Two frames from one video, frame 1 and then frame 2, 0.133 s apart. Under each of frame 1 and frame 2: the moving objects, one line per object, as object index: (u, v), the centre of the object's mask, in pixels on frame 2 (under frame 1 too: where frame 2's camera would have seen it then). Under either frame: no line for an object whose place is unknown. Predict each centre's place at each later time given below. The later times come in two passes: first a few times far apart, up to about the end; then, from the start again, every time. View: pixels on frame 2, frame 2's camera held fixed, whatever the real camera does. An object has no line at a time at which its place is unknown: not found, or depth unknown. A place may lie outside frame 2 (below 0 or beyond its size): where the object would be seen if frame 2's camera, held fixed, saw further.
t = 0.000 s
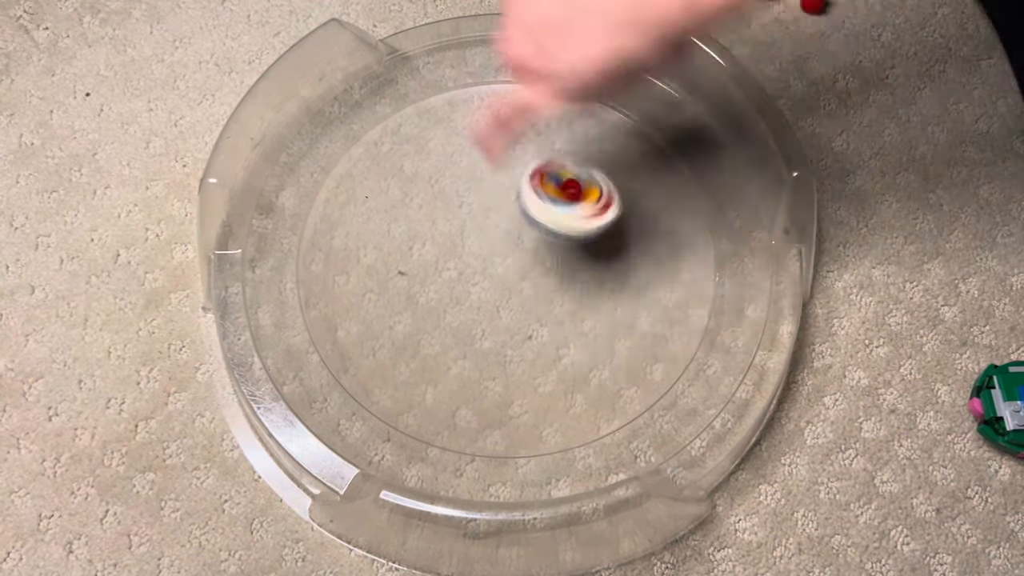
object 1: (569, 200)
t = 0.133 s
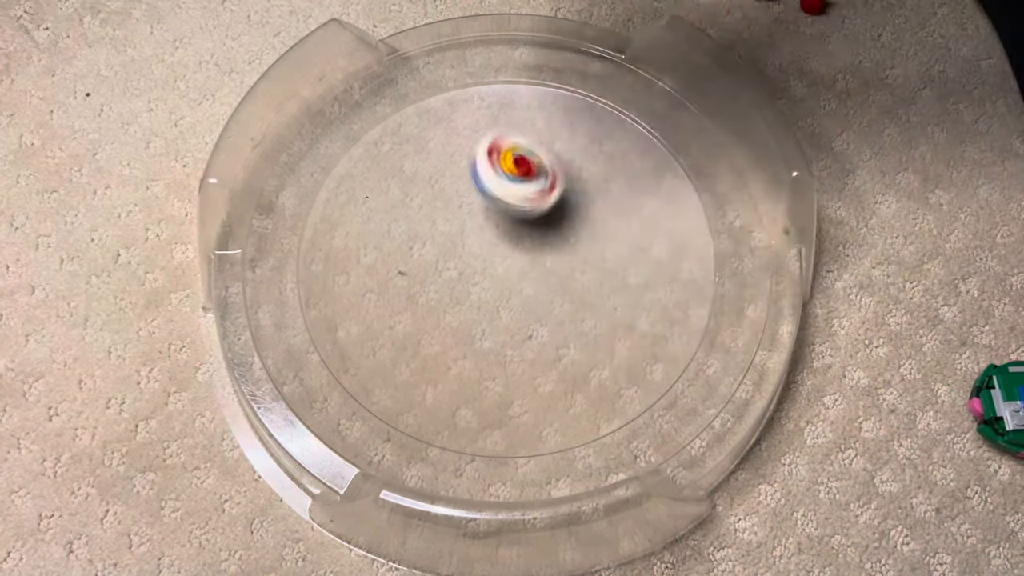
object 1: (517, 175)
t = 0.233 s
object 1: (481, 165)
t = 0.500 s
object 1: (452, 216)
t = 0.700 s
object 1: (462, 264)
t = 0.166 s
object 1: (501, 174)
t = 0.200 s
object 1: (491, 171)
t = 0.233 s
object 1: (481, 165)
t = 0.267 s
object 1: (472, 162)
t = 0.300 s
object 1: (462, 170)
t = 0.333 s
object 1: (455, 174)
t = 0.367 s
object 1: (454, 185)
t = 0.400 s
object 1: (449, 192)
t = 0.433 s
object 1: (449, 200)
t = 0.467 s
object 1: (451, 209)
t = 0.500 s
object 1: (452, 216)
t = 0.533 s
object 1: (456, 229)
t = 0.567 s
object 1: (458, 238)
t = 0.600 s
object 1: (459, 245)
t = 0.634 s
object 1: (460, 254)
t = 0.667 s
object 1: (462, 260)
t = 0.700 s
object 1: (462, 264)
